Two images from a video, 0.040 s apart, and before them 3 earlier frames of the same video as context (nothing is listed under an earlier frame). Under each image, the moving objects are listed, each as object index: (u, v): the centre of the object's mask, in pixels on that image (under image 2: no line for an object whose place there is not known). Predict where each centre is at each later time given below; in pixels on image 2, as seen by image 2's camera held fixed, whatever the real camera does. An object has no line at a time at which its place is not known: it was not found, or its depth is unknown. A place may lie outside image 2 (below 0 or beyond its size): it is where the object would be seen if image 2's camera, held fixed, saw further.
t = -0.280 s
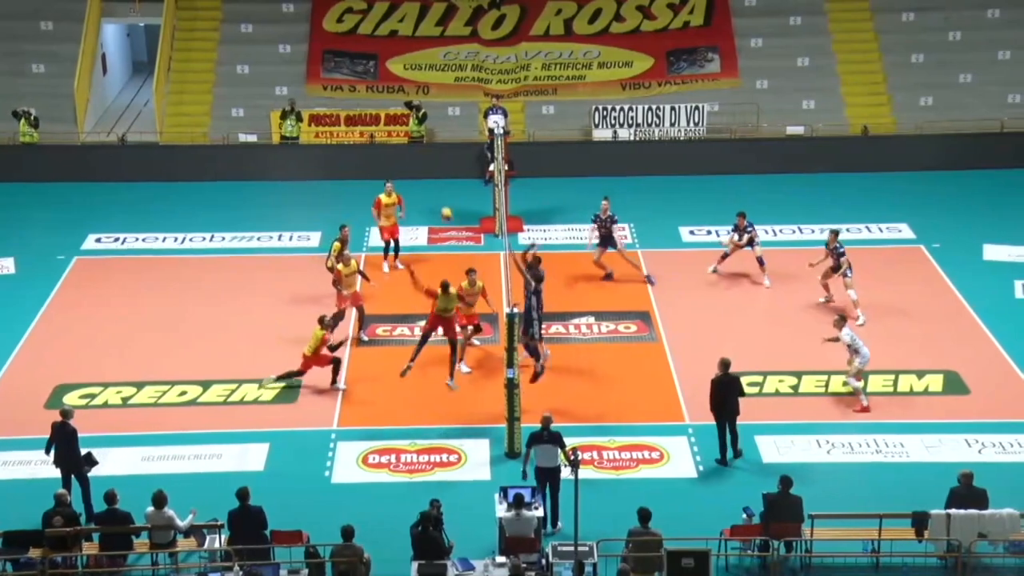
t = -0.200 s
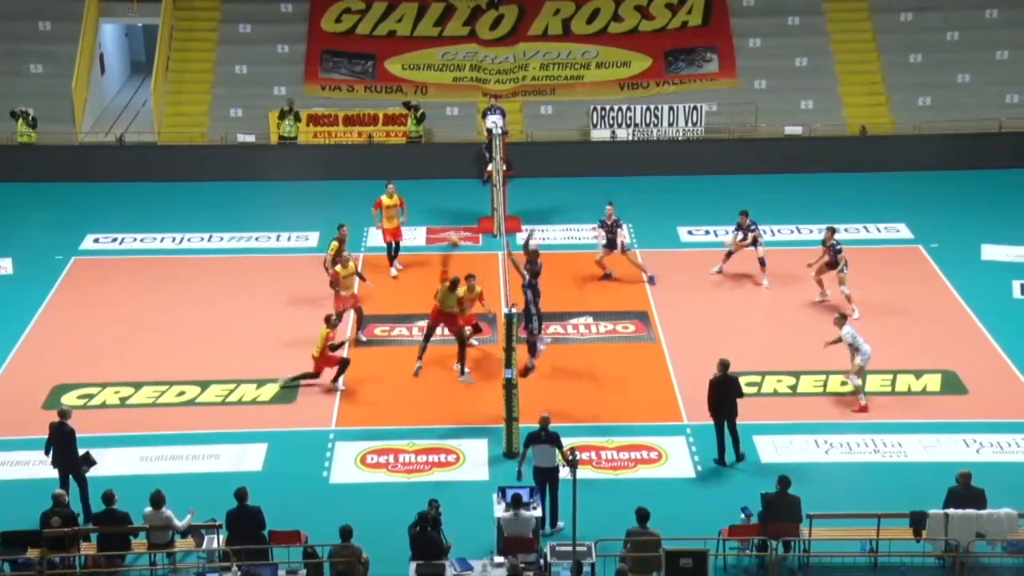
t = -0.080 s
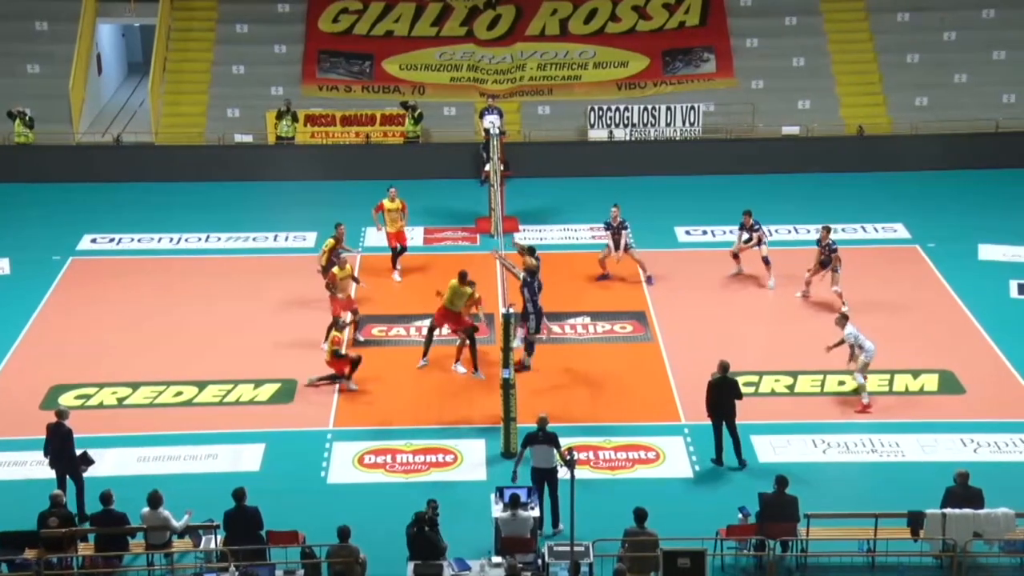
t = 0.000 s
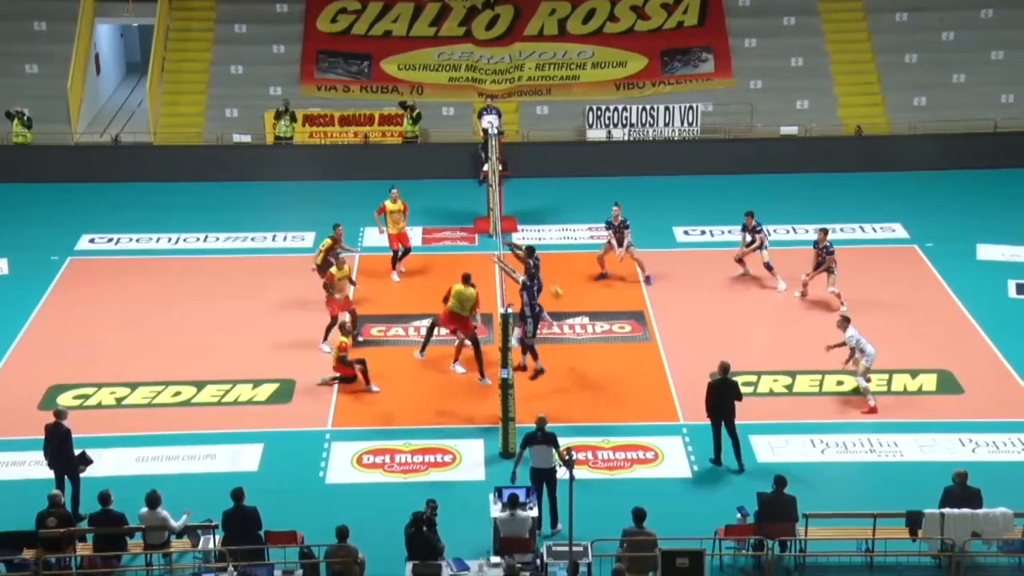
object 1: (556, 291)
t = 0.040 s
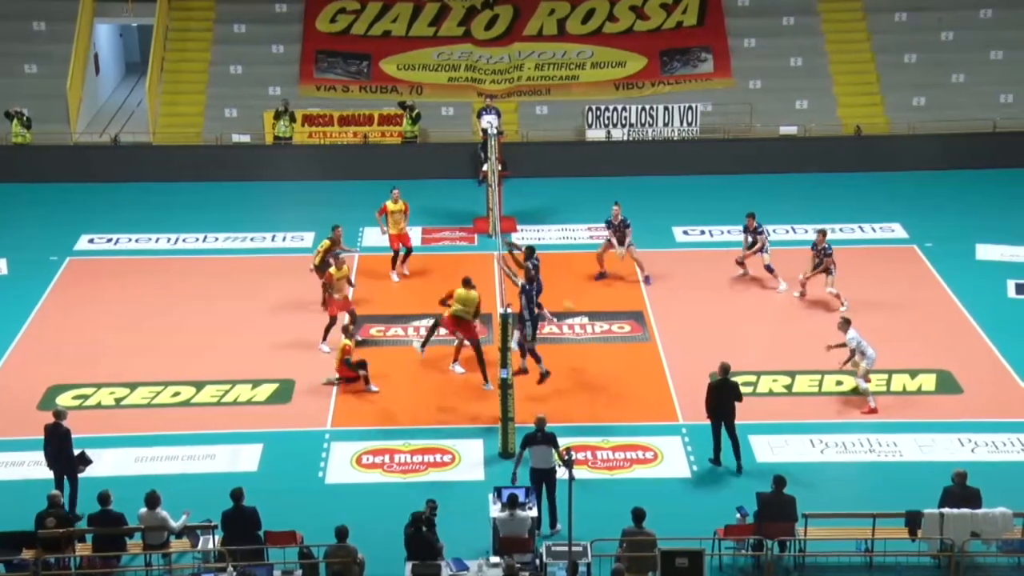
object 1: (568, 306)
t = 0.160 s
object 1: (609, 355)
